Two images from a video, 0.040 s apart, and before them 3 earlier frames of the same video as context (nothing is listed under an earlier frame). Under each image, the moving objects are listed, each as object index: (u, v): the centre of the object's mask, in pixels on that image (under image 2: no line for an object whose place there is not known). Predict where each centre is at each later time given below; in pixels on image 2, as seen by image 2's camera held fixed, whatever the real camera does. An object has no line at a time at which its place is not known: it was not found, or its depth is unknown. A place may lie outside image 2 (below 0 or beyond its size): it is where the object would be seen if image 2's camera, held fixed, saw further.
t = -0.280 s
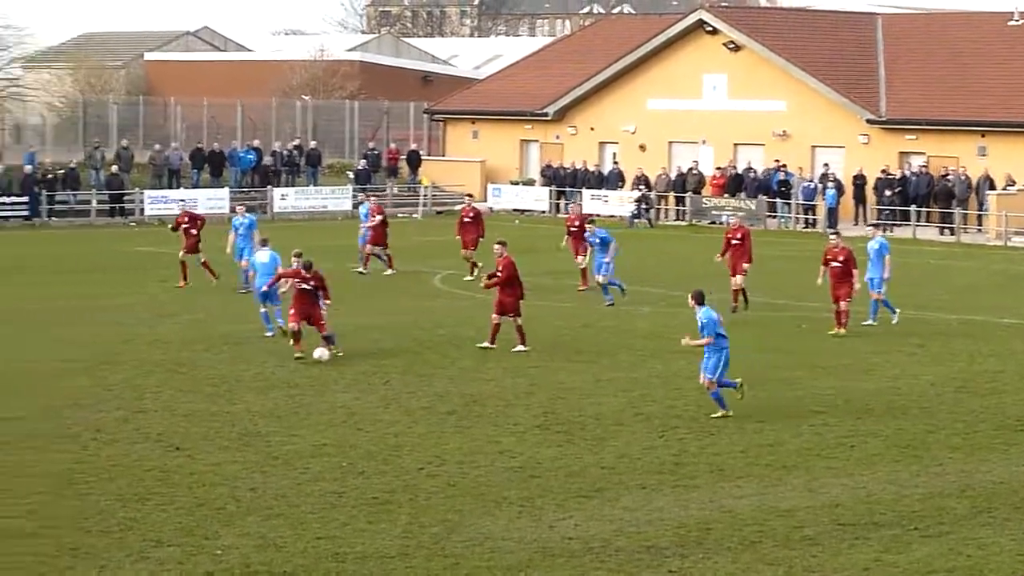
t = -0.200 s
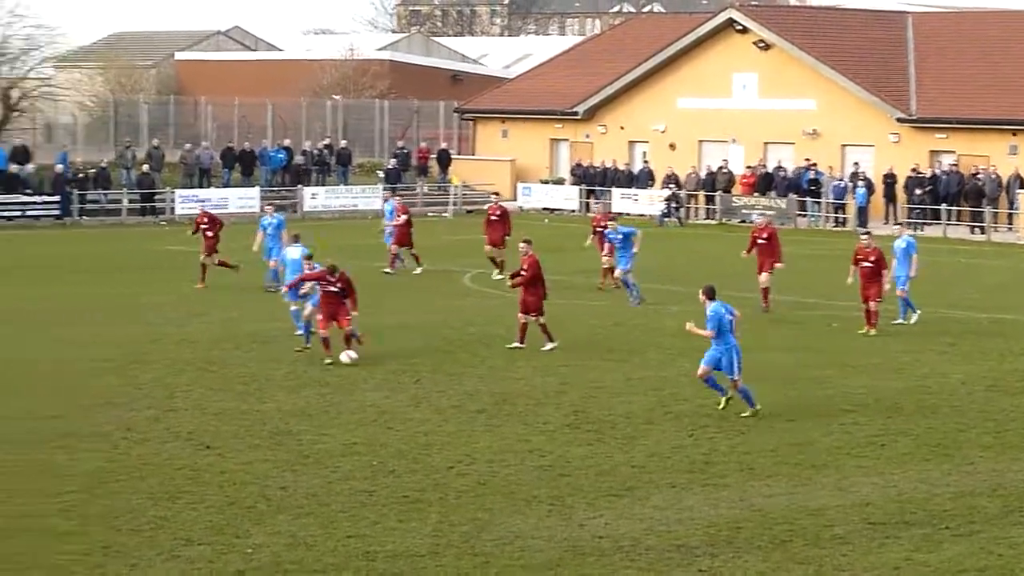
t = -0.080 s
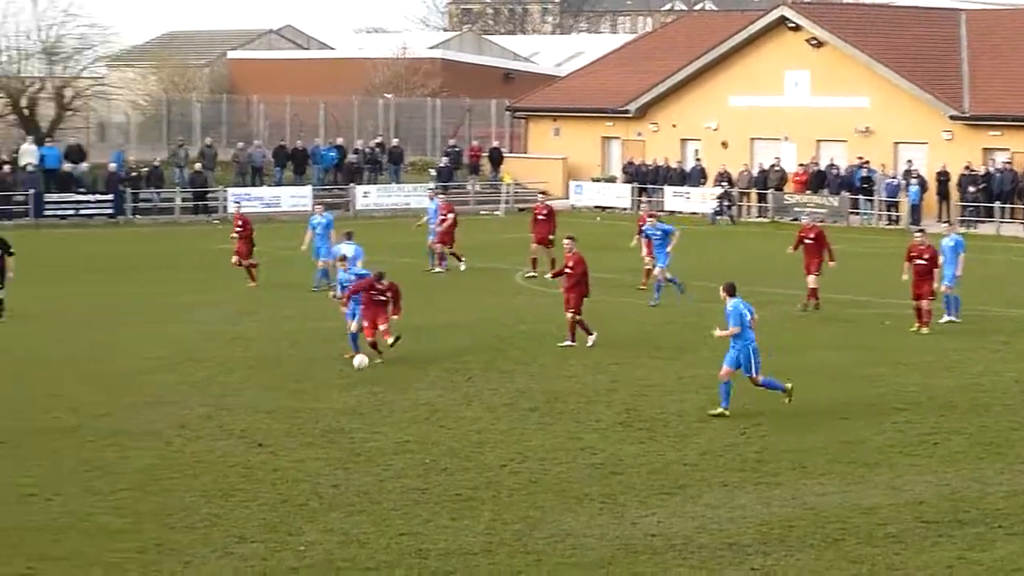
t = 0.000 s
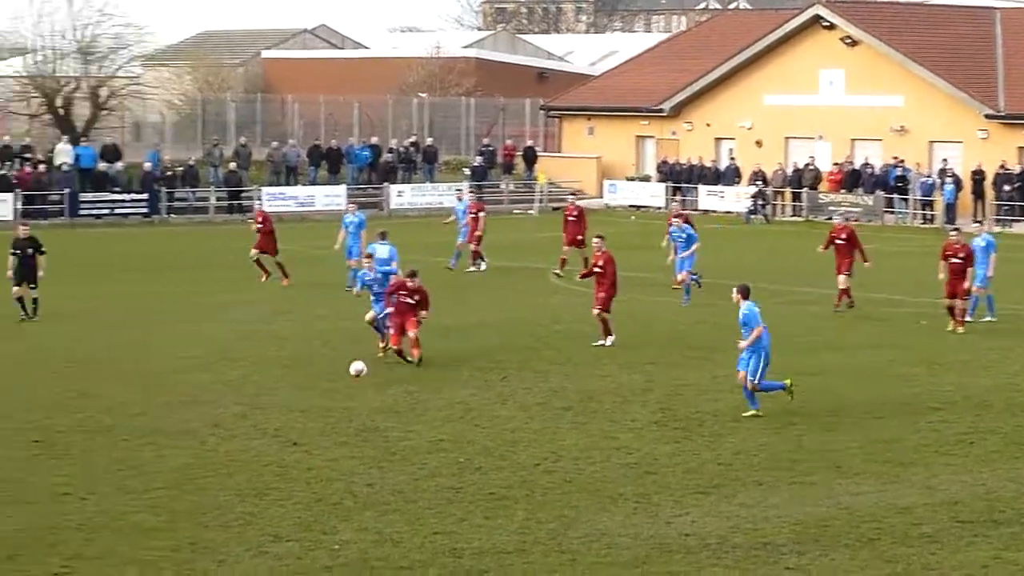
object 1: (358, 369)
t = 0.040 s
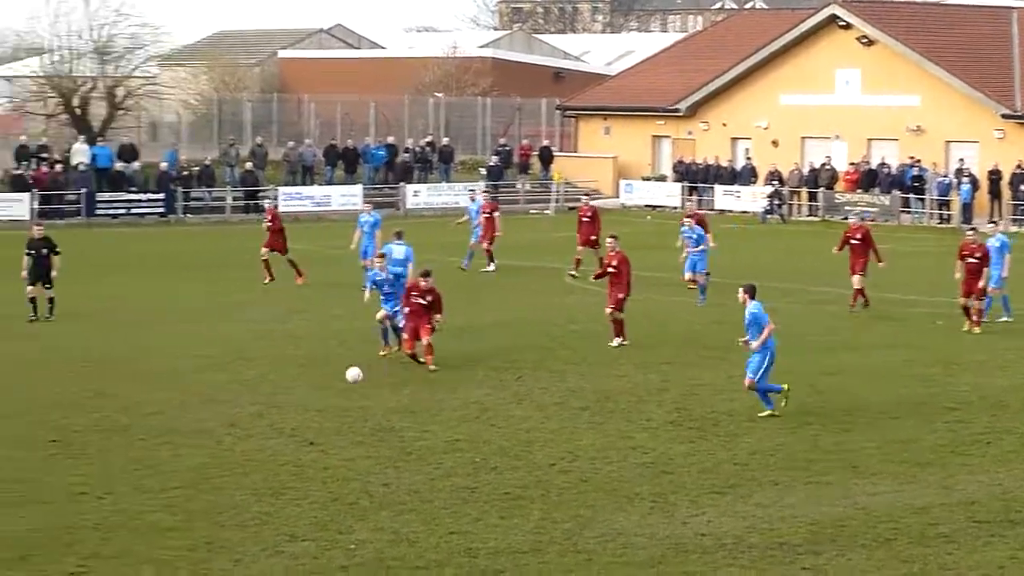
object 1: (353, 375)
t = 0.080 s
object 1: (333, 382)
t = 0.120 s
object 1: (311, 390)
